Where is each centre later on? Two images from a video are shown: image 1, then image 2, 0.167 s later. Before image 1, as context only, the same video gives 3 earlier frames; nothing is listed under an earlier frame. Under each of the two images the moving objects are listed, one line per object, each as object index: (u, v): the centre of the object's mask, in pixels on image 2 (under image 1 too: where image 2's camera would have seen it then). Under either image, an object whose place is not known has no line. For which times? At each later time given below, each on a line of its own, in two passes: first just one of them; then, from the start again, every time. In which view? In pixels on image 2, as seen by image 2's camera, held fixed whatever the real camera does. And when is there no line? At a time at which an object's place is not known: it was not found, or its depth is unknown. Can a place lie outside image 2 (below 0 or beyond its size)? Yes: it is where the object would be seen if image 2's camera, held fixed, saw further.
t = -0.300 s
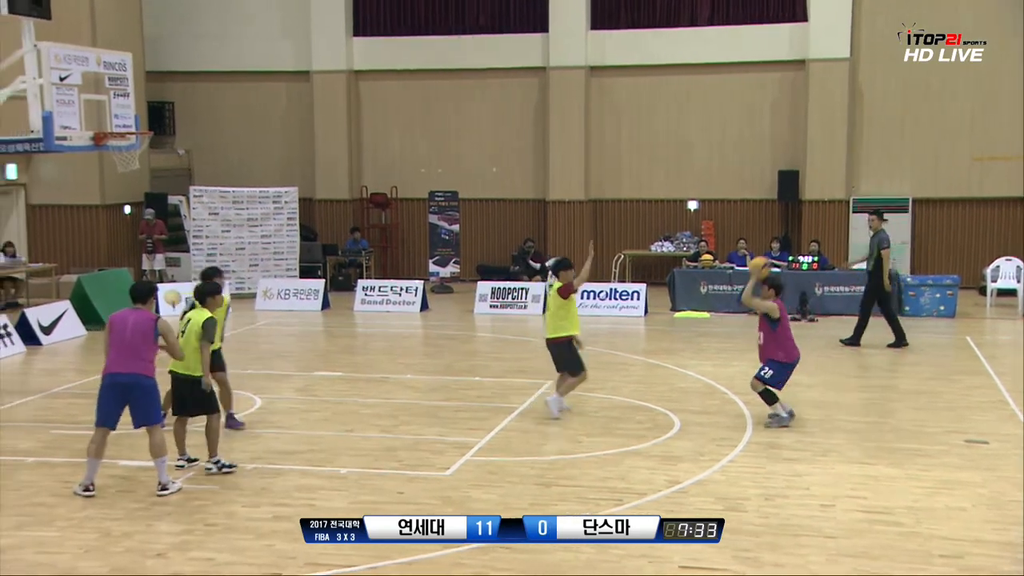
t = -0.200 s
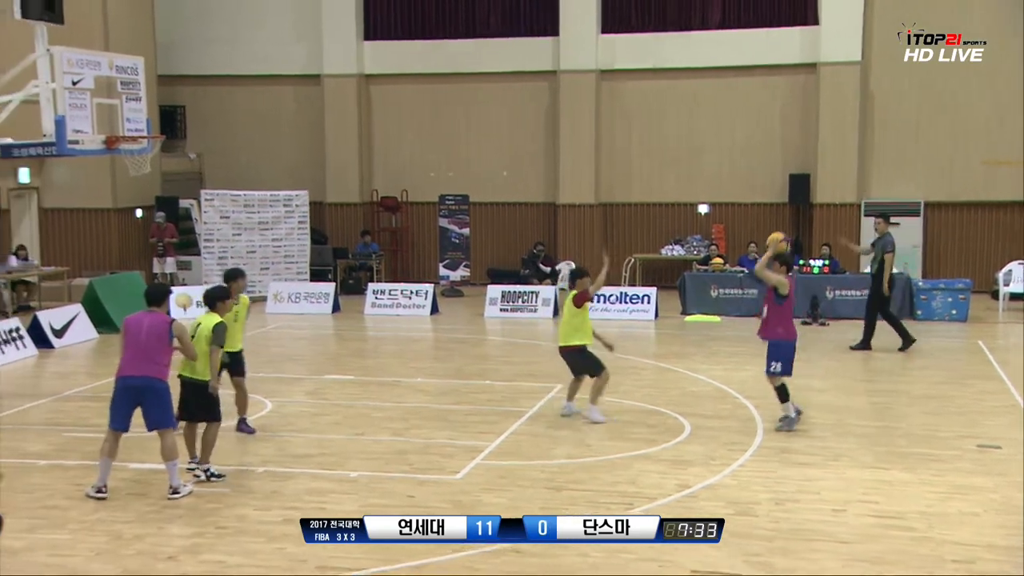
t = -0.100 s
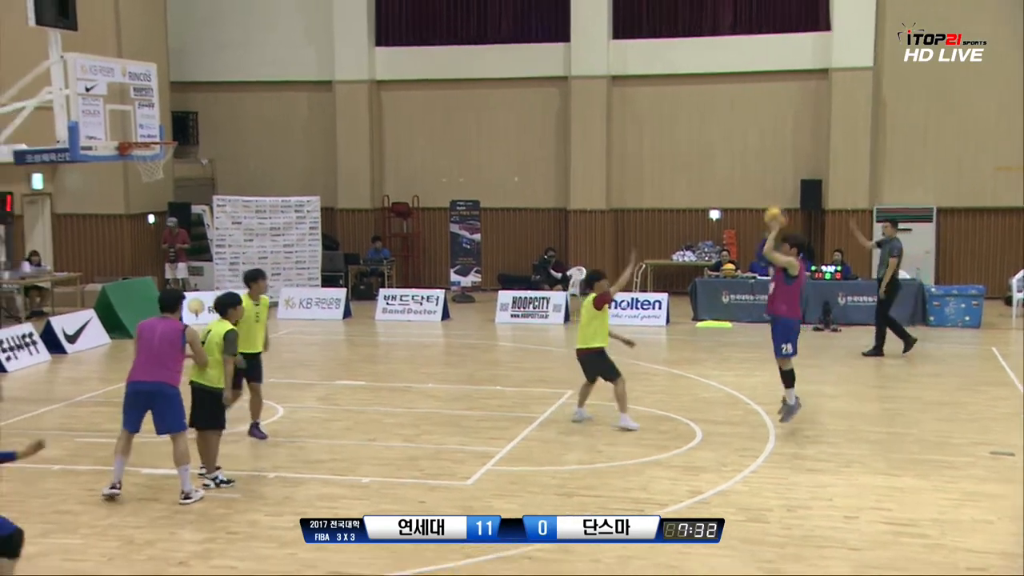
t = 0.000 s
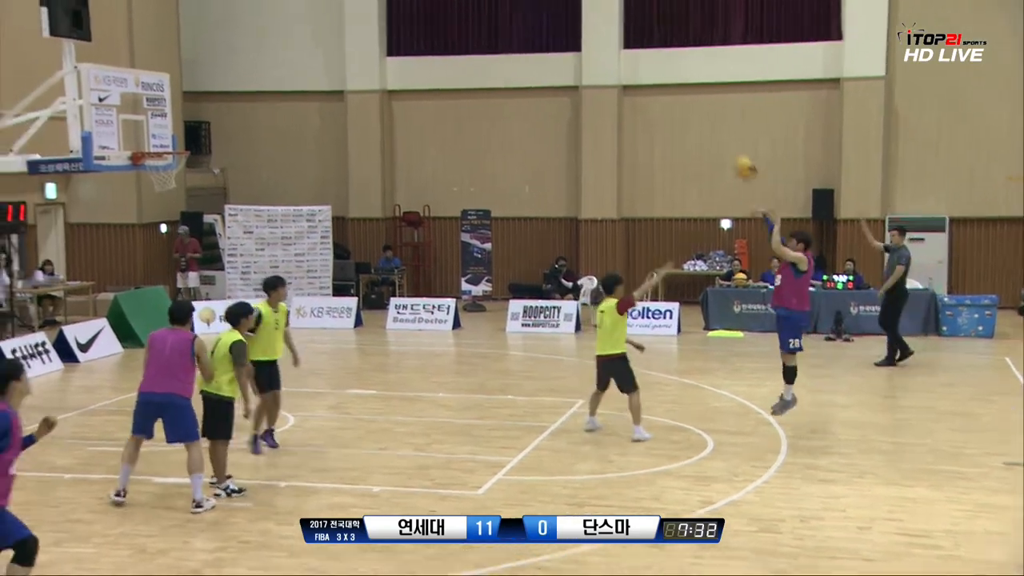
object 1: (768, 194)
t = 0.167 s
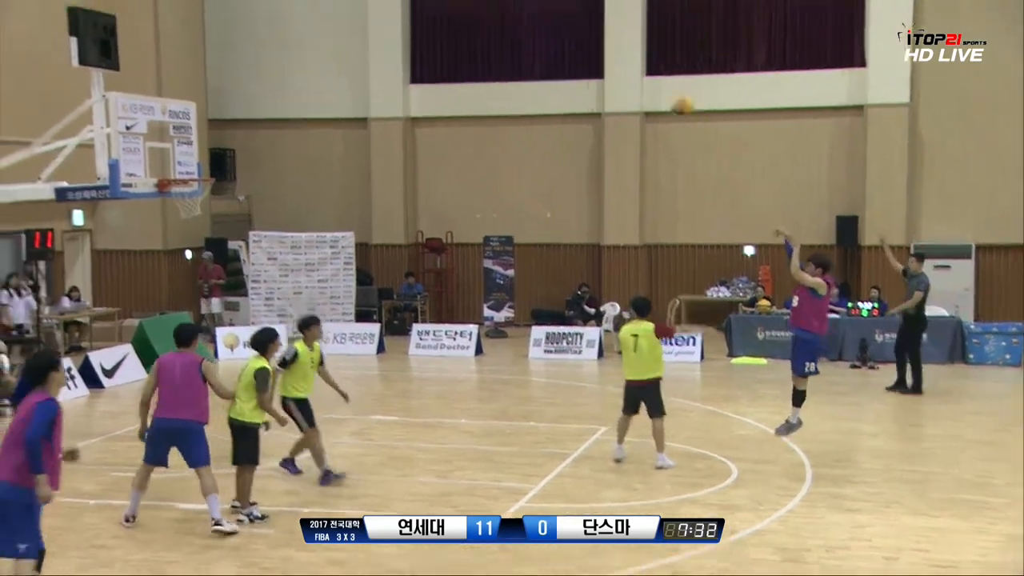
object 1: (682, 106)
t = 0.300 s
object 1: (619, 59)
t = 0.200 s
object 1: (667, 94)
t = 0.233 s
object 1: (650, 80)
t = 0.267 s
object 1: (635, 70)
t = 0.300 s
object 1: (619, 59)
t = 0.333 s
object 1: (602, 48)
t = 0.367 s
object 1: (587, 40)
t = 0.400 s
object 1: (571, 32)
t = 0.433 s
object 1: (555, 25)
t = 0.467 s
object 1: (540, 19)
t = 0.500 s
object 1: (526, 15)
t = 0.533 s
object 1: (510, 11)
